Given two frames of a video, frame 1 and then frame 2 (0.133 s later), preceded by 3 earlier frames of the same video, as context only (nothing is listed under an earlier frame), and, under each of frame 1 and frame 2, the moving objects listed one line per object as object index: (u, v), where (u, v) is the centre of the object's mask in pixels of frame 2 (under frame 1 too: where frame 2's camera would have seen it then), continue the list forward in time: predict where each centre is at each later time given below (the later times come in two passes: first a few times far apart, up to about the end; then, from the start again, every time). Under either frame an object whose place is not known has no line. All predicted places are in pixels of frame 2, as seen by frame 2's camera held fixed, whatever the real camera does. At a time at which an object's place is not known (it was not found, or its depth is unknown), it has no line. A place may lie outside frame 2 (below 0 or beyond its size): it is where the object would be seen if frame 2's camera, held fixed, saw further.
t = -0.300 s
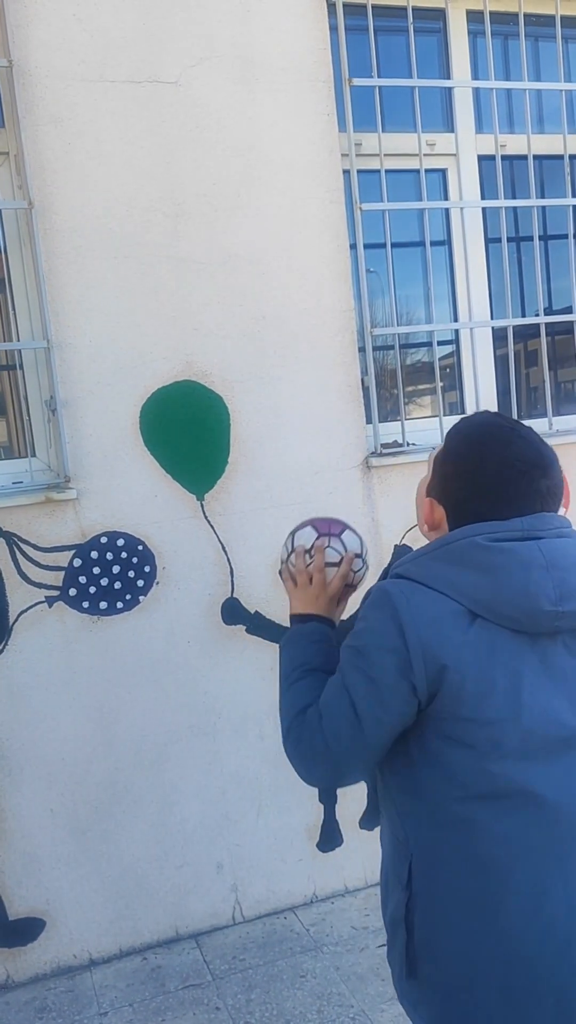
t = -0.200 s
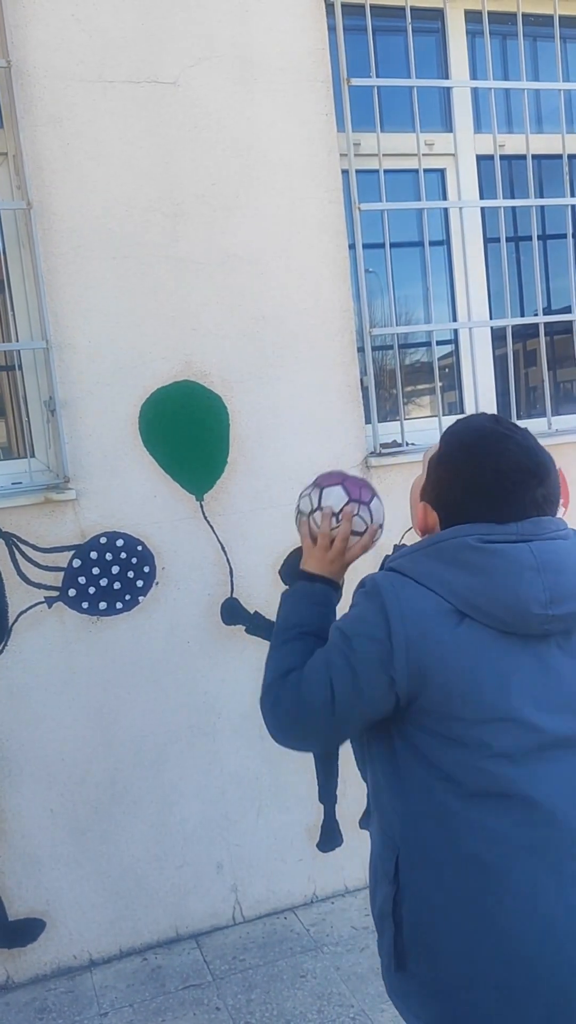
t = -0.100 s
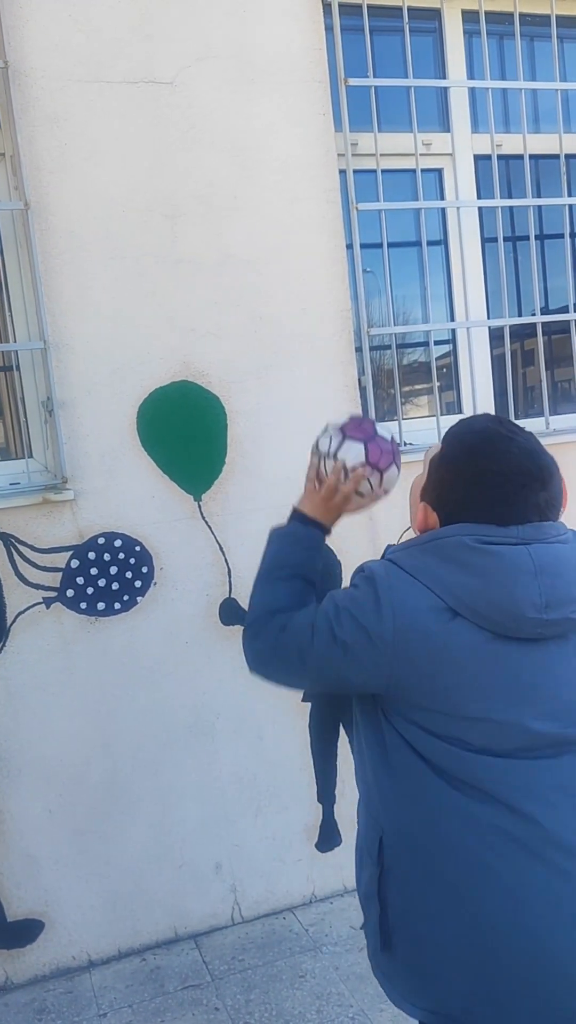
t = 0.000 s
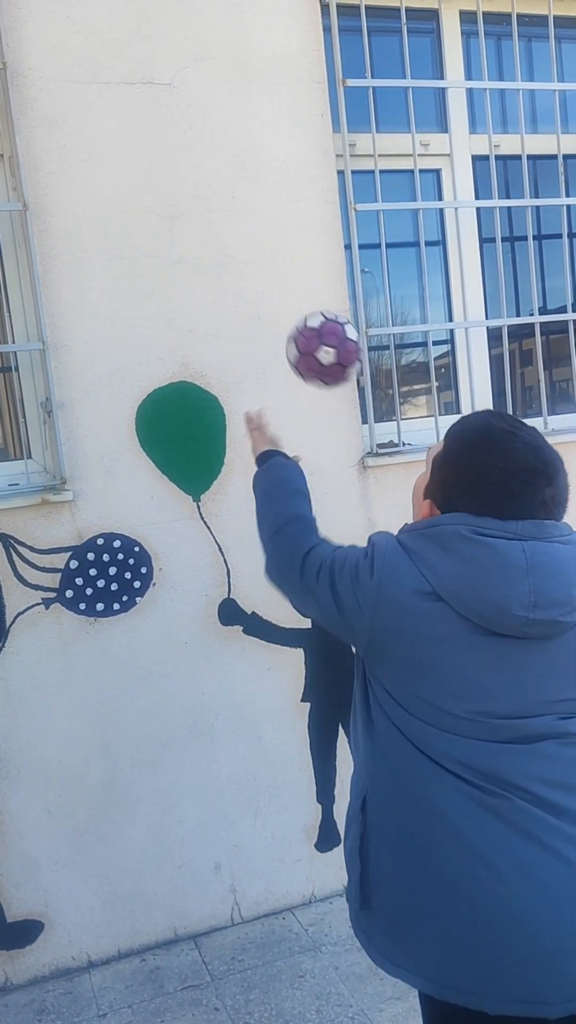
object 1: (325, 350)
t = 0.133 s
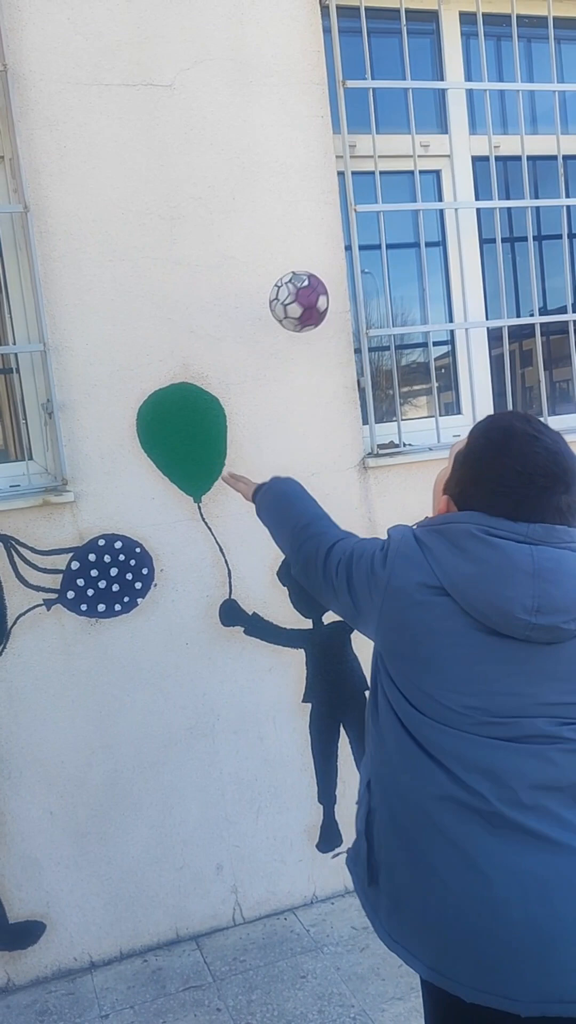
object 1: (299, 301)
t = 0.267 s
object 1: (296, 322)
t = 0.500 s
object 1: (373, 455)
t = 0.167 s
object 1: (295, 304)
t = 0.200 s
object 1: (291, 311)
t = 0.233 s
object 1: (288, 320)
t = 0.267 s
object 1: (296, 322)
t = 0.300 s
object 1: (305, 328)
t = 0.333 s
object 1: (314, 338)
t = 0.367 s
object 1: (324, 352)
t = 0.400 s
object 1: (335, 371)
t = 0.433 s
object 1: (346, 394)
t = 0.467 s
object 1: (359, 423)
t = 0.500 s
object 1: (373, 455)
